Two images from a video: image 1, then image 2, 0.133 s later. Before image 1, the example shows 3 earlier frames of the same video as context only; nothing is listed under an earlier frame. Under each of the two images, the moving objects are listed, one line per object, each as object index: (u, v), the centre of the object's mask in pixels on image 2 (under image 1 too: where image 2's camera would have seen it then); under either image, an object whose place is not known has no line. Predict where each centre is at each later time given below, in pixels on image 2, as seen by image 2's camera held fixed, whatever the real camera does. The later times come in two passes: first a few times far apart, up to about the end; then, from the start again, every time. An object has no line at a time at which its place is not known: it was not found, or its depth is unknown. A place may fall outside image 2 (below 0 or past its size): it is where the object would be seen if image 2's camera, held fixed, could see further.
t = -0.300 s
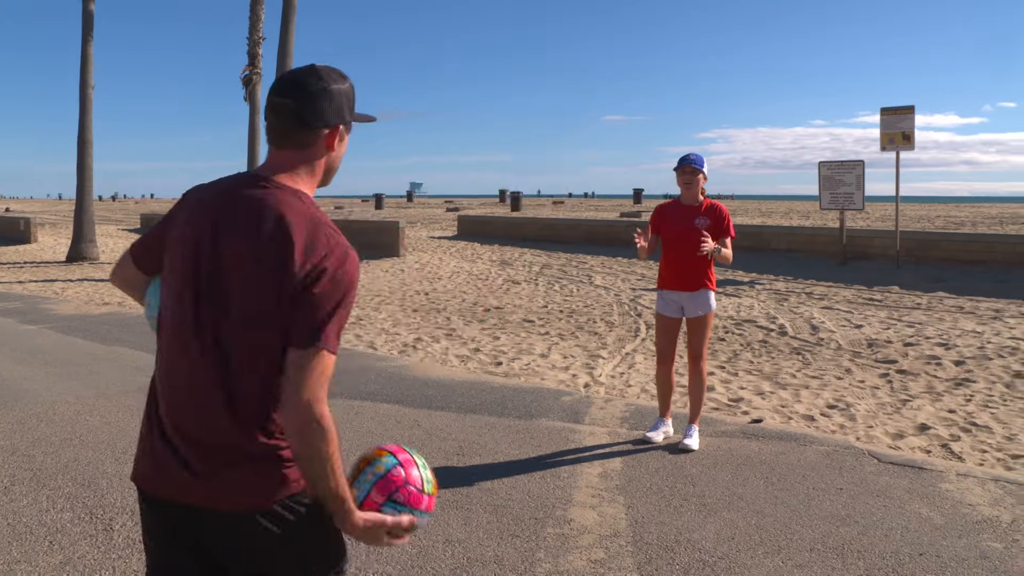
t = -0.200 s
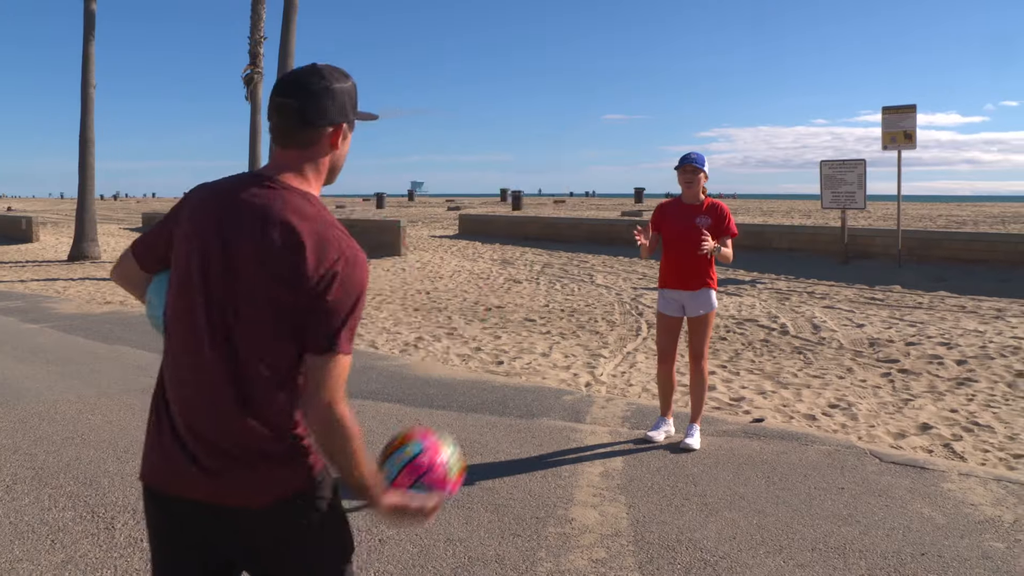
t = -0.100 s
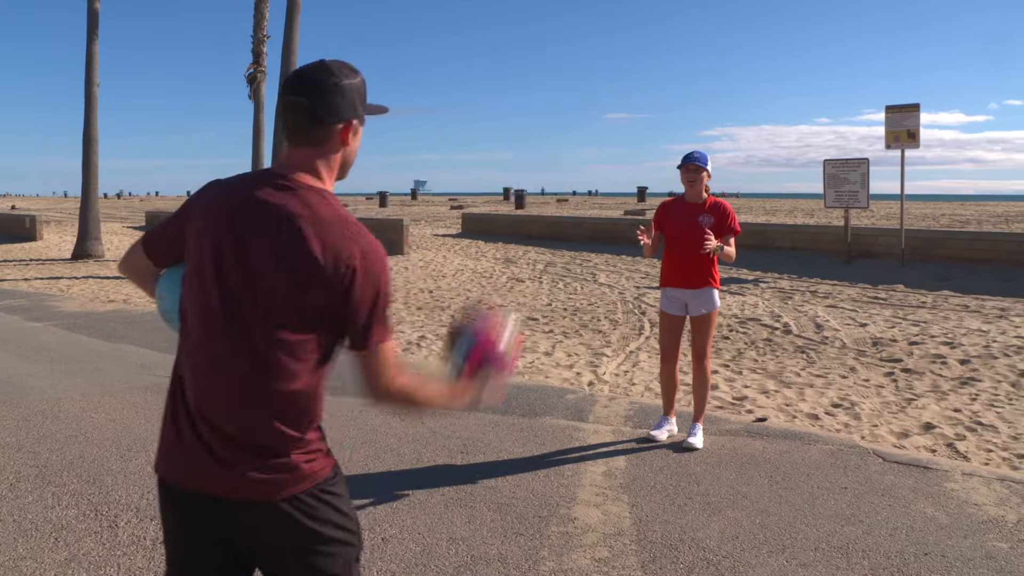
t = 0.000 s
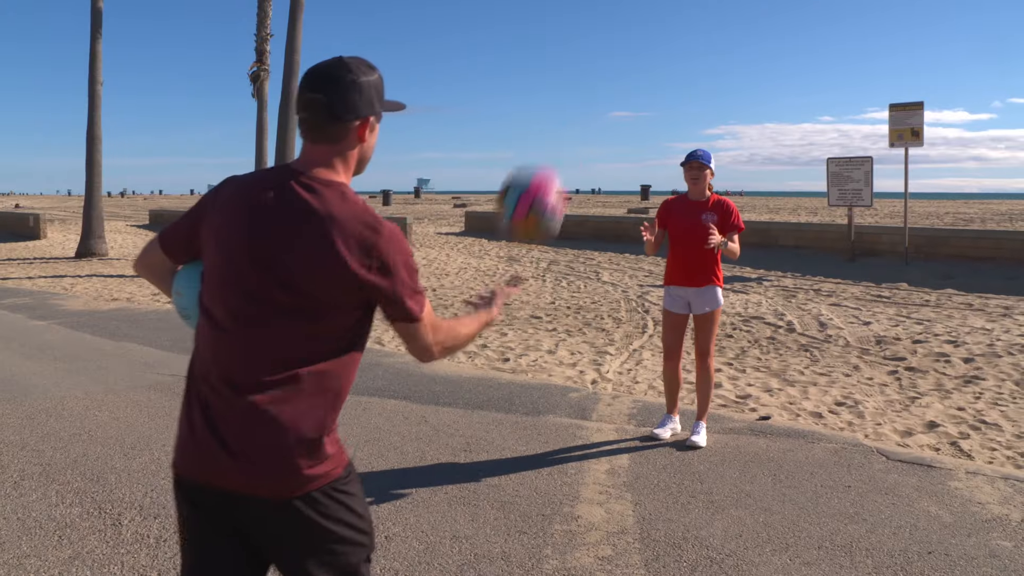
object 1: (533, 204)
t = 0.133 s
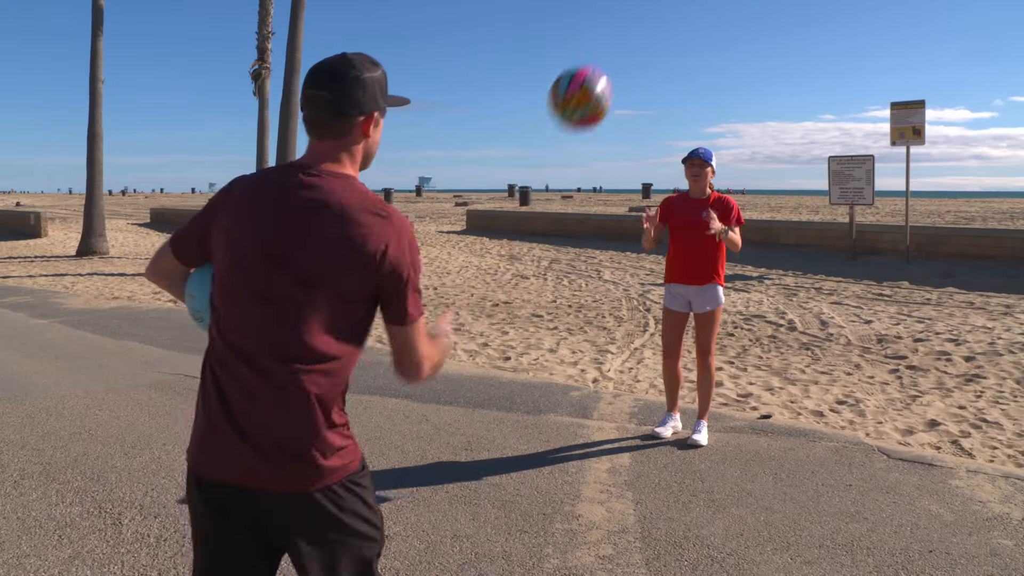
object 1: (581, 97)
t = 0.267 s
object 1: (616, 59)
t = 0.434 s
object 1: (646, 74)
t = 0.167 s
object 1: (591, 82)
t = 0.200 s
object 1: (600, 71)
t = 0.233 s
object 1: (608, 64)
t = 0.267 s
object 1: (616, 59)
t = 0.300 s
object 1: (623, 57)
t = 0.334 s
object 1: (629, 58)
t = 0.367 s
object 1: (635, 61)
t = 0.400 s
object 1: (641, 66)
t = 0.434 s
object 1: (646, 74)
